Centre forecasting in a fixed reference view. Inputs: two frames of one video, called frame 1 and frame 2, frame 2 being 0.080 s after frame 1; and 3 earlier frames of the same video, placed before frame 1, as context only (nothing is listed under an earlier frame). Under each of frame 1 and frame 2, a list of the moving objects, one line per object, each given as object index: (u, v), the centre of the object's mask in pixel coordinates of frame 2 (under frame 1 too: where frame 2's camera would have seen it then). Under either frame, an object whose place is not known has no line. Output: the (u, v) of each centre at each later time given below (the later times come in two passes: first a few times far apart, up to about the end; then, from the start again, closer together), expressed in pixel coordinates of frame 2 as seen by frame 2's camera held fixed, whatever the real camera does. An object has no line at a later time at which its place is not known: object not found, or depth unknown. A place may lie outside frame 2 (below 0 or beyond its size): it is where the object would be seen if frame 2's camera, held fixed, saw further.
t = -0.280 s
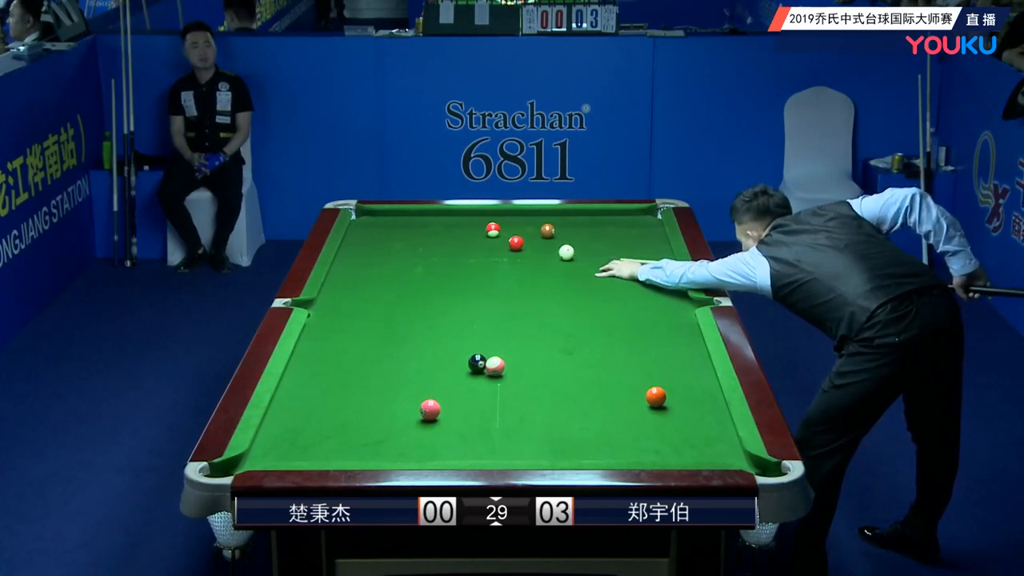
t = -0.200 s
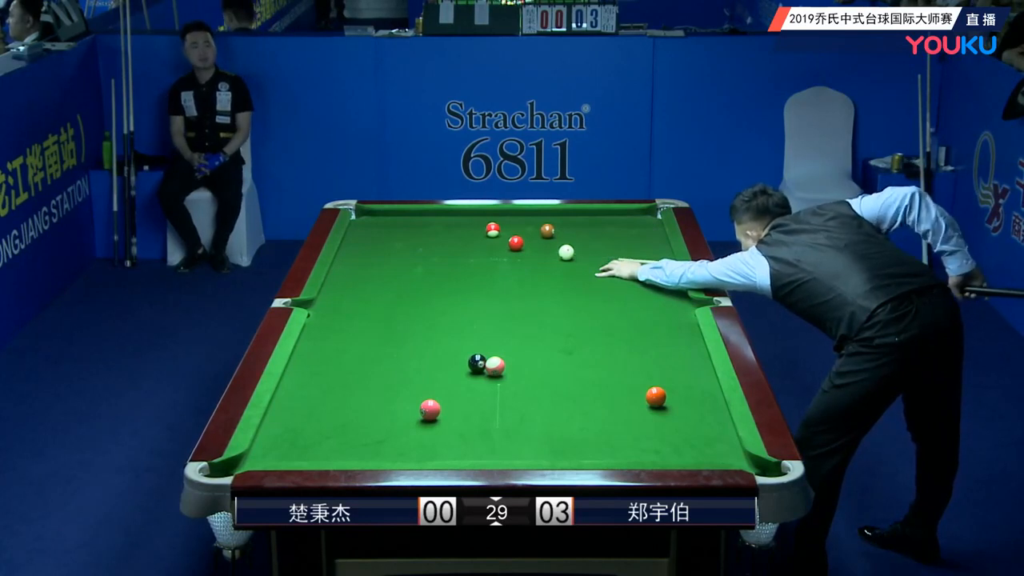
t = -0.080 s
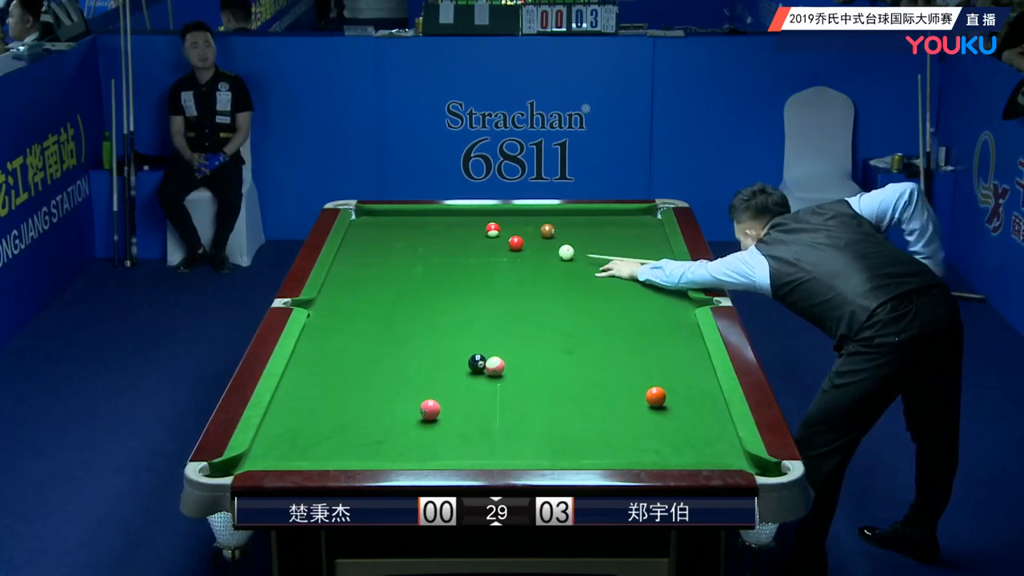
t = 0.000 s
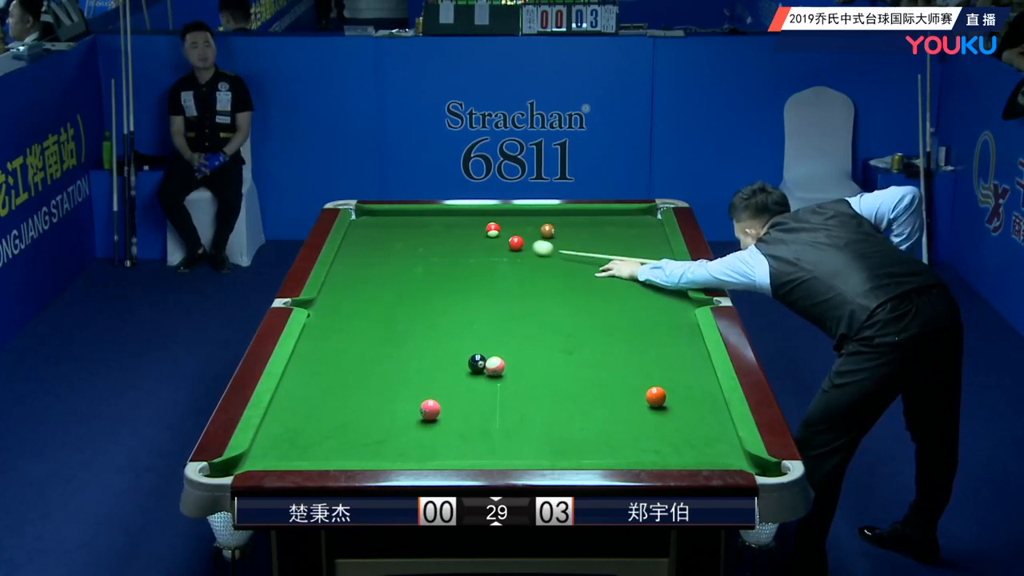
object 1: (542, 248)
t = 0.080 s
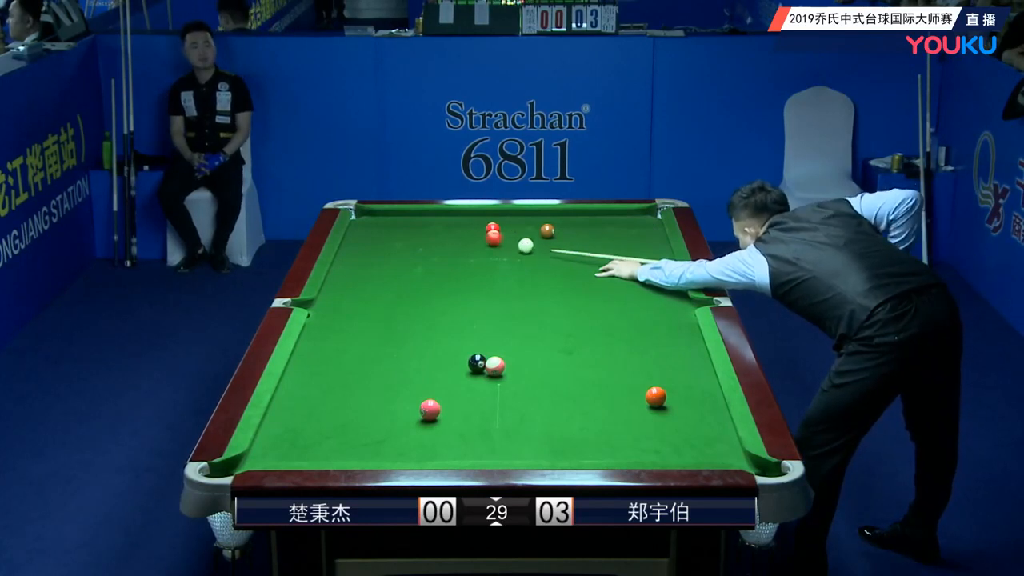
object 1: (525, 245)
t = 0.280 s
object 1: (519, 246)
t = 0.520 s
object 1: (513, 246)
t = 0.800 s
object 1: (508, 246)
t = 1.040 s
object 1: (506, 247)
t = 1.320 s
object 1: (506, 247)
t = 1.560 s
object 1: (506, 246)
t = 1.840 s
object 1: (506, 247)
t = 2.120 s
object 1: (506, 246)
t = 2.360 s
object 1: (506, 246)
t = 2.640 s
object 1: (506, 246)
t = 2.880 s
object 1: (506, 246)
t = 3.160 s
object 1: (506, 247)
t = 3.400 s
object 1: (506, 246)
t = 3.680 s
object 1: (506, 247)
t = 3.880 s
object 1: (503, 247)
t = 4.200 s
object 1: (506, 247)
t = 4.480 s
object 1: (506, 247)
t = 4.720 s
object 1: (506, 247)
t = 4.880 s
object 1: (506, 246)
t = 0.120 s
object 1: (524, 245)
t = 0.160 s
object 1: (523, 245)
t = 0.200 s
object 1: (521, 246)
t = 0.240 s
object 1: (520, 246)
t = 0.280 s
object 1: (519, 246)
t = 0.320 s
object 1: (518, 246)
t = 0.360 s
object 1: (517, 246)
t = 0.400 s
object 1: (516, 246)
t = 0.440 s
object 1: (515, 246)
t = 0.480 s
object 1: (514, 246)
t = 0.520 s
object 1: (513, 246)
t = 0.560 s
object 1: (512, 246)
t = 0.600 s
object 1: (511, 246)
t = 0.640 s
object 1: (511, 246)
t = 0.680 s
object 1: (510, 246)
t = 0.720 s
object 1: (509, 246)
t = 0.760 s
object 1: (509, 246)
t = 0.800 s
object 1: (508, 246)
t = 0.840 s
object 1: (508, 246)
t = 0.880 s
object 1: (507, 246)
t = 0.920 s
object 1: (507, 247)
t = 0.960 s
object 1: (507, 247)
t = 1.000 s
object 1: (506, 246)
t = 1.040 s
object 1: (506, 247)
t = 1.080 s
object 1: (506, 247)
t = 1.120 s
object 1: (506, 246)
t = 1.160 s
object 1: (506, 246)
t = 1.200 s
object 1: (505, 247)
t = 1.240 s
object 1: (506, 246)
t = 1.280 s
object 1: (506, 247)
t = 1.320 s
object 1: (506, 247)
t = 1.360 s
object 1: (506, 246)
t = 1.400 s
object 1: (506, 246)
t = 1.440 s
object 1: (506, 247)
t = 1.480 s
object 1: (506, 246)
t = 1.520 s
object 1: (506, 247)
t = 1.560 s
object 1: (506, 246)
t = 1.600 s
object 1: (506, 247)
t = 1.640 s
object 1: (506, 247)
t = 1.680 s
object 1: (506, 247)
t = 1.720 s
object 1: (506, 246)
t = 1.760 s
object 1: (506, 247)
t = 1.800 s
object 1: (506, 247)
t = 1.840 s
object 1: (506, 247)
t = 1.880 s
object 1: (506, 247)
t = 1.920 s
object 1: (506, 247)
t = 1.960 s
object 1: (506, 247)
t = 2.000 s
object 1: (506, 247)
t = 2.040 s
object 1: (506, 246)
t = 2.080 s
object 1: (506, 246)
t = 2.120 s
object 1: (506, 246)
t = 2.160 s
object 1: (506, 247)
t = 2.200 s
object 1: (506, 246)
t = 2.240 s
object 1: (506, 246)
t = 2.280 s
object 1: (506, 246)
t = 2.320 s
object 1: (506, 246)
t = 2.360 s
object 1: (506, 246)
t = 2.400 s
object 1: (506, 246)
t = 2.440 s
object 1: (506, 246)
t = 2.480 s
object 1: (506, 246)
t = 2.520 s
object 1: (506, 246)
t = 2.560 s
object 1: (506, 246)
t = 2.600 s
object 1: (506, 246)
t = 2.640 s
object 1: (506, 246)
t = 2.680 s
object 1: (506, 247)
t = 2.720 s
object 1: (506, 246)
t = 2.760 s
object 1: (506, 247)
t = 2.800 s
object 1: (506, 246)
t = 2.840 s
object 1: (506, 247)
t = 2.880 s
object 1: (506, 246)
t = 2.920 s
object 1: (506, 246)
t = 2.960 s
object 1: (506, 246)
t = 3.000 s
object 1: (506, 246)
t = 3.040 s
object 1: (506, 247)
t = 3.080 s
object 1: (506, 246)
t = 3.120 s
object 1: (506, 246)
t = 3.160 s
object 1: (506, 247)
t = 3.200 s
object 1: (506, 247)
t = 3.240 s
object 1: (506, 247)
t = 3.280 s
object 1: (506, 246)
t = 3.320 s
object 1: (506, 246)
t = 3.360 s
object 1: (506, 247)
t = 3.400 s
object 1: (506, 246)
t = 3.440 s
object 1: (506, 246)
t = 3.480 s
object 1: (506, 246)
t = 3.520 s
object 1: (506, 246)
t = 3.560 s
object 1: (506, 246)
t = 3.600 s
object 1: (506, 246)
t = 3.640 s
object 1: (506, 247)
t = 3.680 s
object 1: (506, 247)
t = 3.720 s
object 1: (506, 247)
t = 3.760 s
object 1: (506, 247)
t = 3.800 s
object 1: (506, 247)
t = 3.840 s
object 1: (506, 247)
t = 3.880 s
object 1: (503, 247)
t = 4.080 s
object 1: (507, 247)
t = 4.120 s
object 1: (506, 247)
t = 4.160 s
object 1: (506, 247)
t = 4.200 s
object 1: (506, 247)
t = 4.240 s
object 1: (506, 247)
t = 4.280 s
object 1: (506, 247)
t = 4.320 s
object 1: (506, 247)
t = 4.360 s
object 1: (506, 247)
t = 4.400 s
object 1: (506, 247)
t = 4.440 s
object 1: (506, 247)
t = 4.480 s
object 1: (506, 247)
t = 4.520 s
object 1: (506, 247)
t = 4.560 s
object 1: (506, 247)
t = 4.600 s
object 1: (506, 247)
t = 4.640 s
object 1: (506, 247)
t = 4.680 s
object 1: (506, 247)
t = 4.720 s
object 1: (506, 247)
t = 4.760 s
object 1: (506, 246)
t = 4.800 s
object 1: (506, 247)
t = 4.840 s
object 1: (506, 246)
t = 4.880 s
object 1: (506, 246)
